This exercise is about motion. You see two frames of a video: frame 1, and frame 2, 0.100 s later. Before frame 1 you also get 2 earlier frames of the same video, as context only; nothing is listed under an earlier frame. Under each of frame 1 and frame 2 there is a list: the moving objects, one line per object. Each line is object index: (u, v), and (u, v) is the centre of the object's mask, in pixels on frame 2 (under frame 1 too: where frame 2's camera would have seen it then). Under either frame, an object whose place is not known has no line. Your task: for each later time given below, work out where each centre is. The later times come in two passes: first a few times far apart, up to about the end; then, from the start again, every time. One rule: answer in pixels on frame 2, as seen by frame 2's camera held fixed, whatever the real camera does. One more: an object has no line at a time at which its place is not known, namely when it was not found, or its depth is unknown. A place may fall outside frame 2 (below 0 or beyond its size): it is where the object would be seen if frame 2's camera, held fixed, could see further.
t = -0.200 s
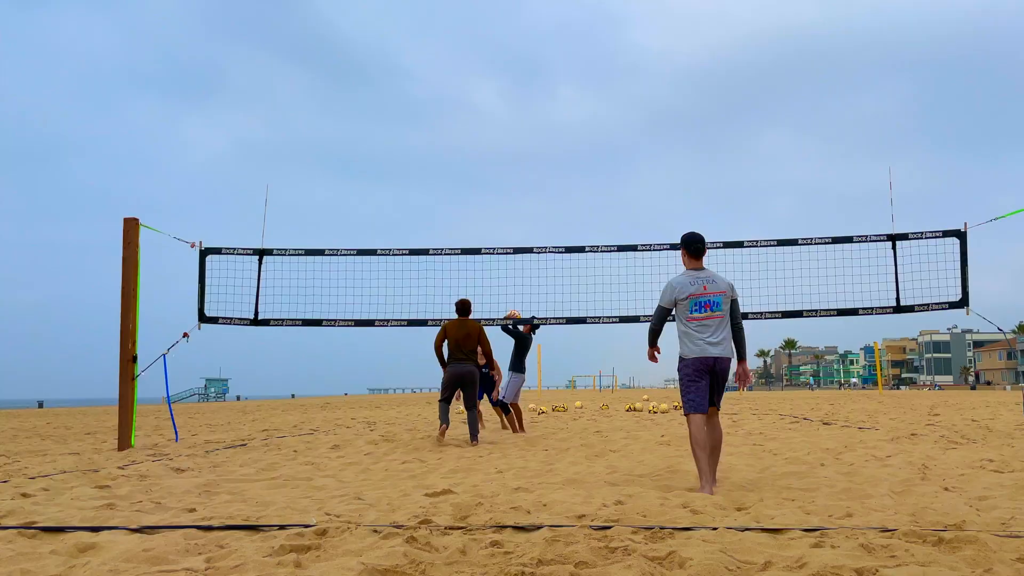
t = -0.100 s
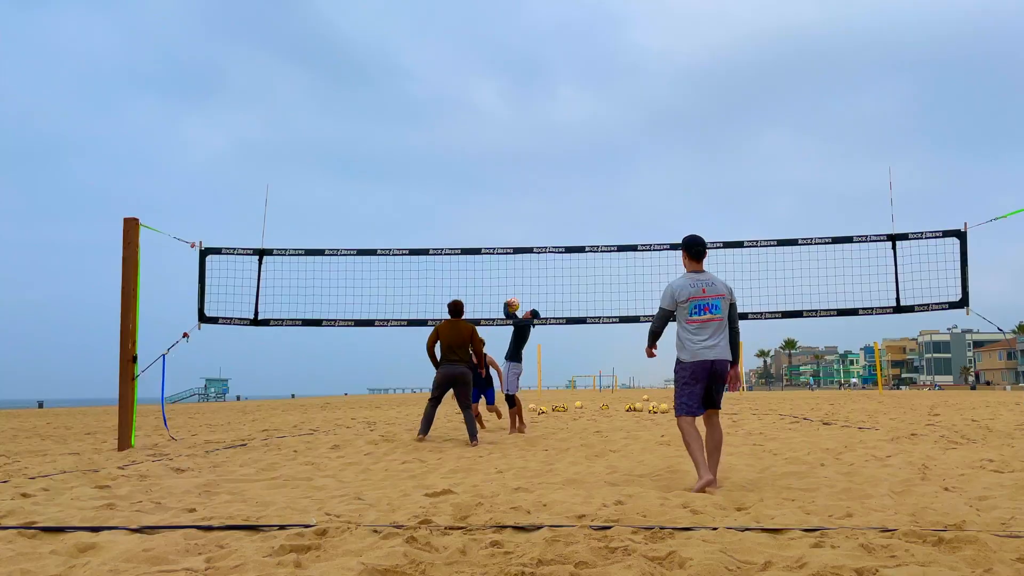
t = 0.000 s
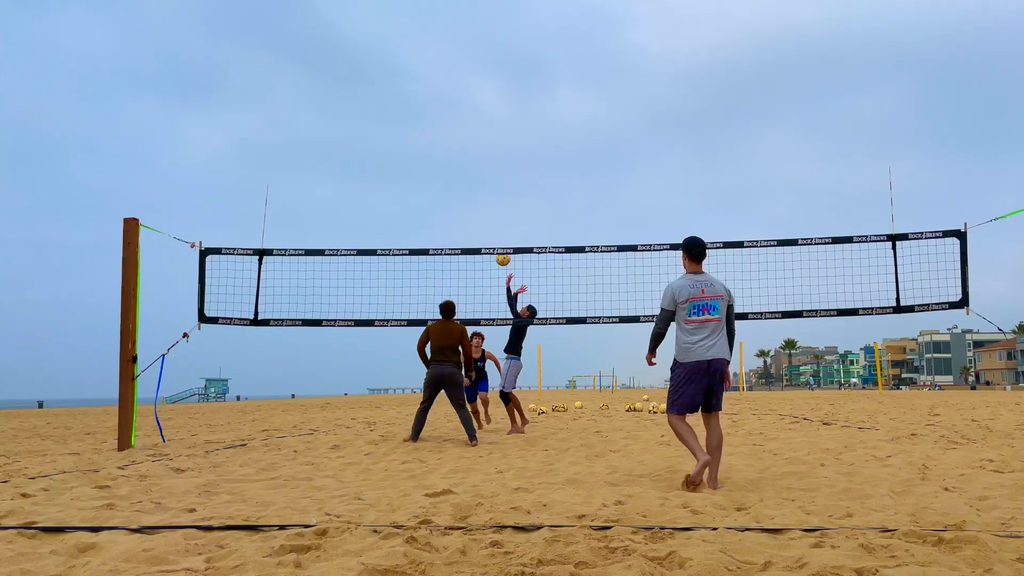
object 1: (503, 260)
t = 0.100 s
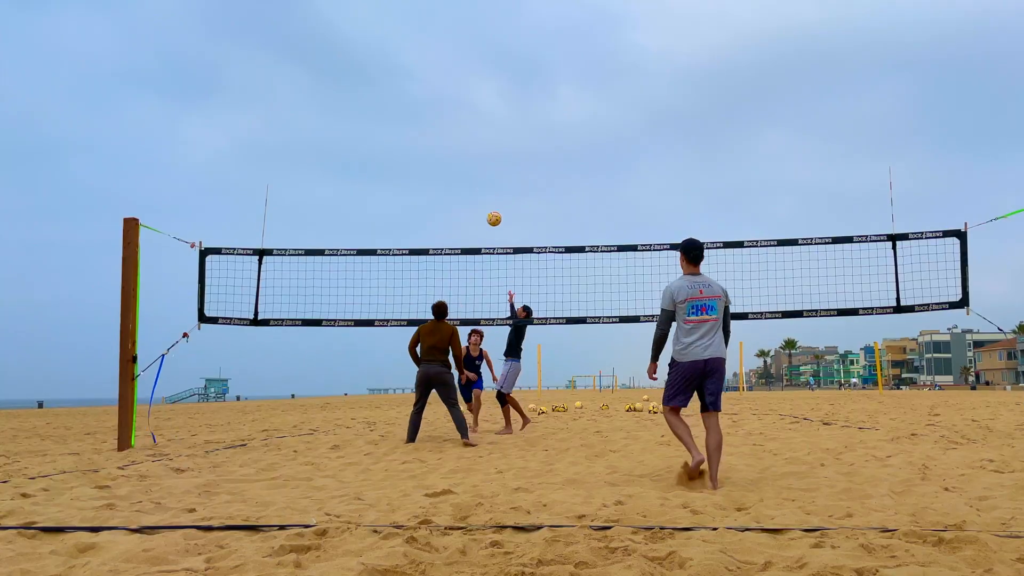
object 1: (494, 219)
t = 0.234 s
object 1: (482, 178)
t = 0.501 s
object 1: (461, 133)
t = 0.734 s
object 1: (443, 131)
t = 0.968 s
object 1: (425, 165)
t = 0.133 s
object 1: (491, 207)
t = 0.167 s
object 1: (488, 197)
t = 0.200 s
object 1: (485, 187)
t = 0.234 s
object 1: (482, 178)
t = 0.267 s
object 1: (479, 170)
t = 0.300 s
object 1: (476, 162)
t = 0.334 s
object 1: (474, 156)
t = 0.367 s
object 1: (471, 149)
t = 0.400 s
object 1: (468, 144)
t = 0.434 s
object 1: (466, 140)
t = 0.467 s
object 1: (463, 136)
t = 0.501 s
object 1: (461, 133)
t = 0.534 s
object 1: (458, 131)
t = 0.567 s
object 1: (455, 129)
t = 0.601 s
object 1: (453, 128)
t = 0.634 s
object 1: (450, 128)
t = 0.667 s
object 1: (448, 128)
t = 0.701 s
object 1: (445, 129)
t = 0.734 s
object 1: (443, 131)
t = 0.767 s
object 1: (440, 134)
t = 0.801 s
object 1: (437, 137)
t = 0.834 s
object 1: (435, 142)
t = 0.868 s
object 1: (432, 146)
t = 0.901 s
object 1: (430, 152)
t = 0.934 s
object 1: (427, 158)
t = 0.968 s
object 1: (425, 165)
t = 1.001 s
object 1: (422, 173)
